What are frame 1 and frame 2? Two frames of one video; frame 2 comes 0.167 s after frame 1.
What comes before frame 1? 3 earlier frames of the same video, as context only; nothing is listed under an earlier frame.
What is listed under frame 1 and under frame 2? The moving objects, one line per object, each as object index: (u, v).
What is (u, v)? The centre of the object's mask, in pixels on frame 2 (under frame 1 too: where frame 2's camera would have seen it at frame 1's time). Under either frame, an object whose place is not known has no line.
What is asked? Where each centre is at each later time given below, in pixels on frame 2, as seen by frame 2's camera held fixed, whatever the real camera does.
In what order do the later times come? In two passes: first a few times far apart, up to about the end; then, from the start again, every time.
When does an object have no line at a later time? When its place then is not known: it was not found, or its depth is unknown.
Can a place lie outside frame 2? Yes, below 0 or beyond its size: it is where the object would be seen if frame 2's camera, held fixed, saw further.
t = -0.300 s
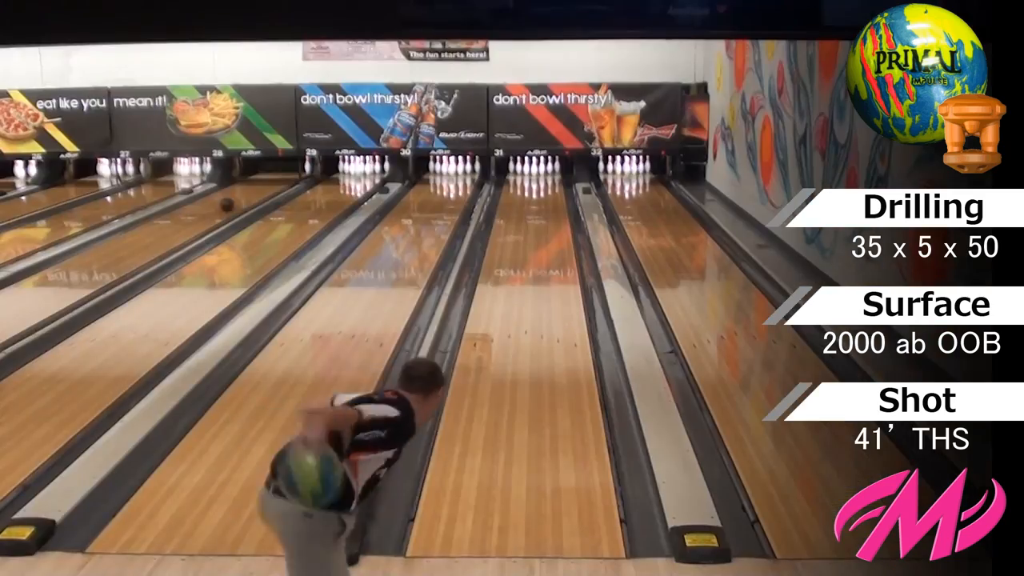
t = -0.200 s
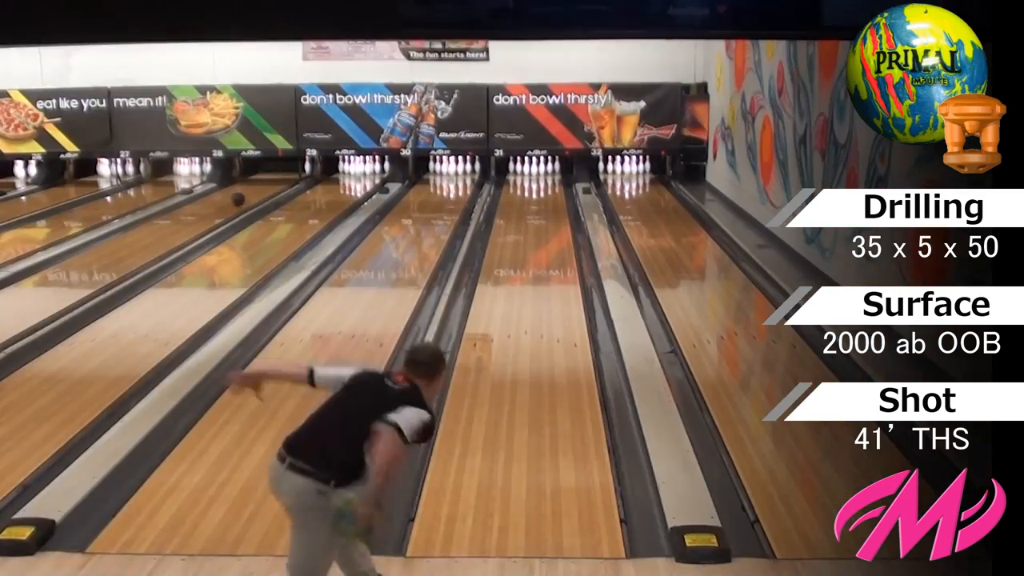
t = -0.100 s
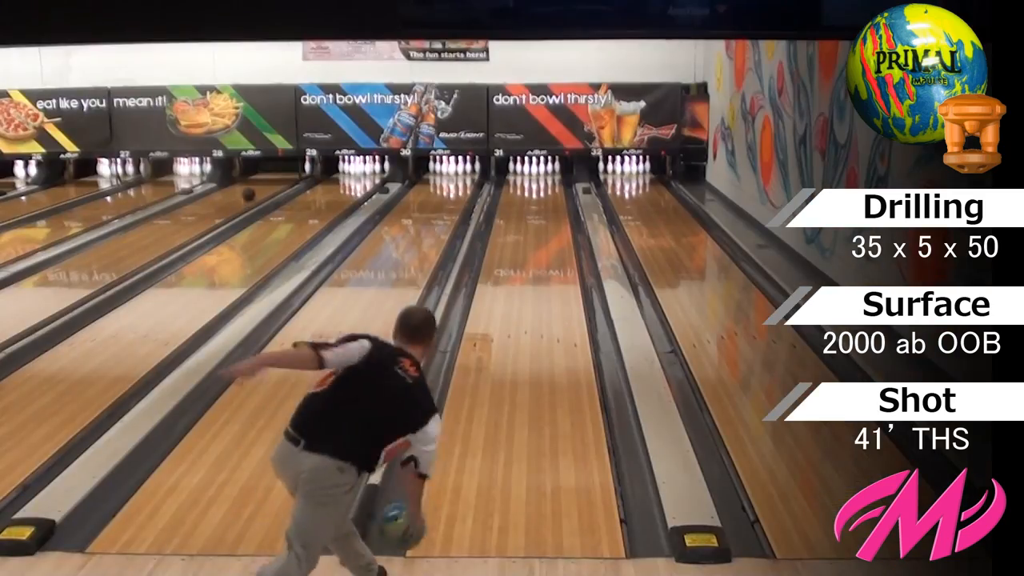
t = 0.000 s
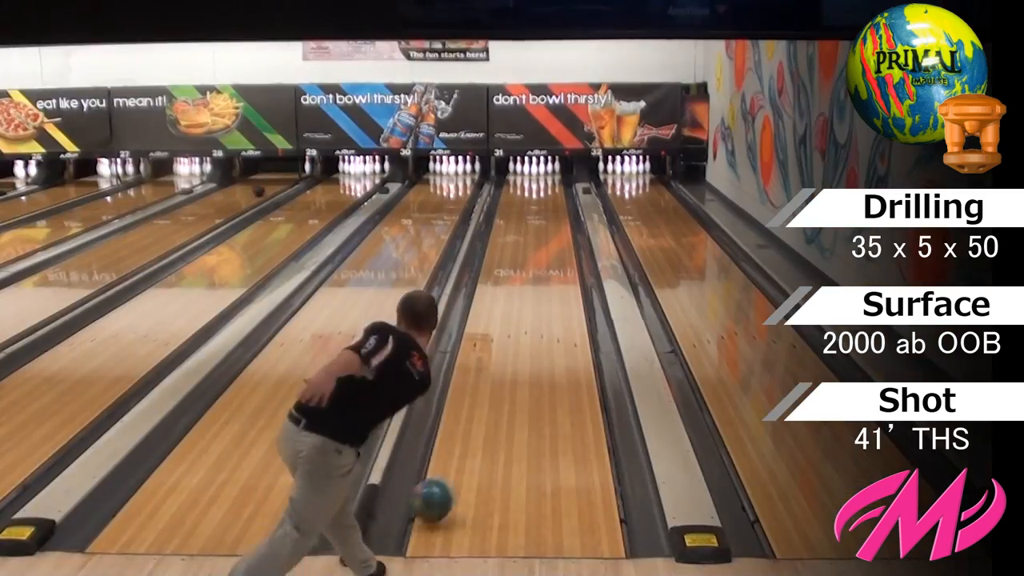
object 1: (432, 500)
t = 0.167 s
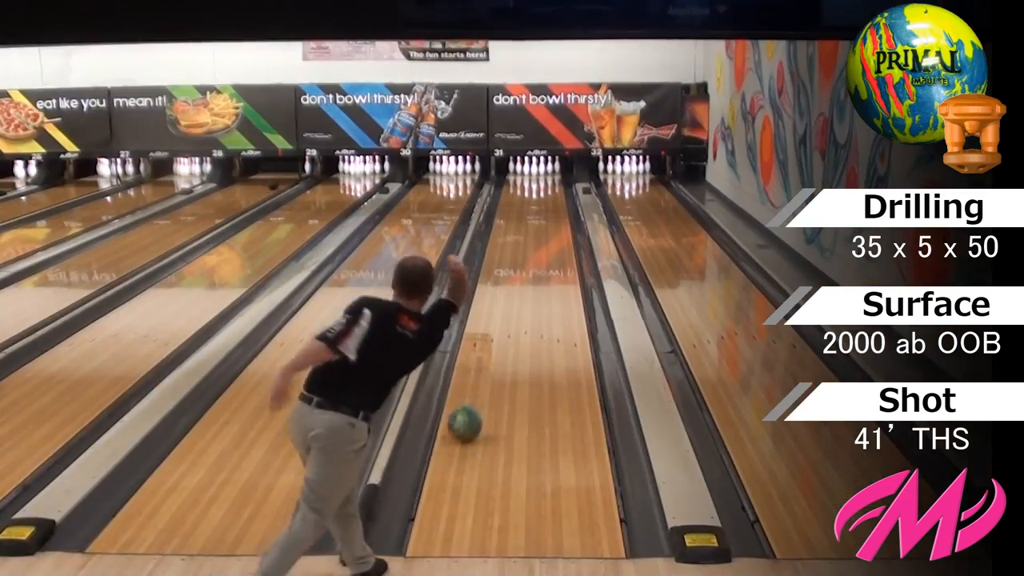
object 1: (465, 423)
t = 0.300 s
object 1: (483, 377)
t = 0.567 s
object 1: (509, 314)
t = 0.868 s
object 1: (526, 267)
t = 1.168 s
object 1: (537, 236)
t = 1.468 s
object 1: (544, 211)
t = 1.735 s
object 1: (546, 195)
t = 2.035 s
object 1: (545, 181)
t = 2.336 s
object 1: (541, 170)
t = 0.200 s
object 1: (470, 412)
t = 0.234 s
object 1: (475, 400)
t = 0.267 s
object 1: (479, 388)
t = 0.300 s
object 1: (483, 377)
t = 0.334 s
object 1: (487, 368)
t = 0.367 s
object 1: (491, 359)
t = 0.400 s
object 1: (494, 350)
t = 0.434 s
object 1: (498, 343)
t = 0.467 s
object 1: (500, 335)
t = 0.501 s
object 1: (503, 327)
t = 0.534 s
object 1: (506, 321)
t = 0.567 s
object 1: (509, 314)
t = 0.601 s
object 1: (511, 308)
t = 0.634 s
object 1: (513, 302)
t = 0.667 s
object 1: (515, 297)
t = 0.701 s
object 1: (517, 292)
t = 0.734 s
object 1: (520, 286)
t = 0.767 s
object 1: (521, 281)
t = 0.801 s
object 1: (523, 276)
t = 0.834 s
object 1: (525, 272)
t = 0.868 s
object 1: (526, 267)
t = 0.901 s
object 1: (527, 263)
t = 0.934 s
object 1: (529, 260)
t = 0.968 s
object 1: (531, 255)
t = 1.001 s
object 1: (532, 252)
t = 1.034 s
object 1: (533, 248)
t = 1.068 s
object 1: (535, 244)
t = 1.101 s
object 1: (536, 240)
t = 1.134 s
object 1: (537, 238)
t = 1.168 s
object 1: (537, 236)
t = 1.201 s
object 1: (538, 232)
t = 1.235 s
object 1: (539, 228)
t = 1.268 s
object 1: (540, 225)
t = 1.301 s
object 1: (542, 223)
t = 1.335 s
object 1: (542, 220)
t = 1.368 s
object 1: (543, 218)
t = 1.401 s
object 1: (543, 216)
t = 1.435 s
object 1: (543, 214)
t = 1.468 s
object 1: (544, 211)
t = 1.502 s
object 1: (544, 210)
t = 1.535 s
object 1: (545, 208)
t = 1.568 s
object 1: (546, 206)
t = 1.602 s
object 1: (547, 203)
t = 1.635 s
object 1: (547, 200)
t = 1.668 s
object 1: (547, 199)
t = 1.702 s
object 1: (546, 197)
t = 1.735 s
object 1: (546, 195)
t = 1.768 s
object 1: (546, 193)
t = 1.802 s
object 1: (547, 191)
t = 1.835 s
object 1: (546, 189)
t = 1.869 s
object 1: (546, 188)
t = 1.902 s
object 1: (546, 186)
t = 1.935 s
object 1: (546, 185)
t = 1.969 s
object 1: (546, 183)
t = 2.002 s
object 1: (546, 182)
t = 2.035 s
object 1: (545, 181)
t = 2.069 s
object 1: (544, 179)
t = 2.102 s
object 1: (544, 178)
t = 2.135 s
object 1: (543, 177)
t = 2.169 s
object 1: (542, 177)
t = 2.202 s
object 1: (541, 174)
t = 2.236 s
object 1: (541, 174)
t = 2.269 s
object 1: (540, 172)
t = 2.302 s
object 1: (540, 172)
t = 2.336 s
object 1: (541, 170)
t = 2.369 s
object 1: (542, 168)
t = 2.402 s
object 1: (541, 168)
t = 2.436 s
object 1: (541, 167)
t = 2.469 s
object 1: (541, 167)
